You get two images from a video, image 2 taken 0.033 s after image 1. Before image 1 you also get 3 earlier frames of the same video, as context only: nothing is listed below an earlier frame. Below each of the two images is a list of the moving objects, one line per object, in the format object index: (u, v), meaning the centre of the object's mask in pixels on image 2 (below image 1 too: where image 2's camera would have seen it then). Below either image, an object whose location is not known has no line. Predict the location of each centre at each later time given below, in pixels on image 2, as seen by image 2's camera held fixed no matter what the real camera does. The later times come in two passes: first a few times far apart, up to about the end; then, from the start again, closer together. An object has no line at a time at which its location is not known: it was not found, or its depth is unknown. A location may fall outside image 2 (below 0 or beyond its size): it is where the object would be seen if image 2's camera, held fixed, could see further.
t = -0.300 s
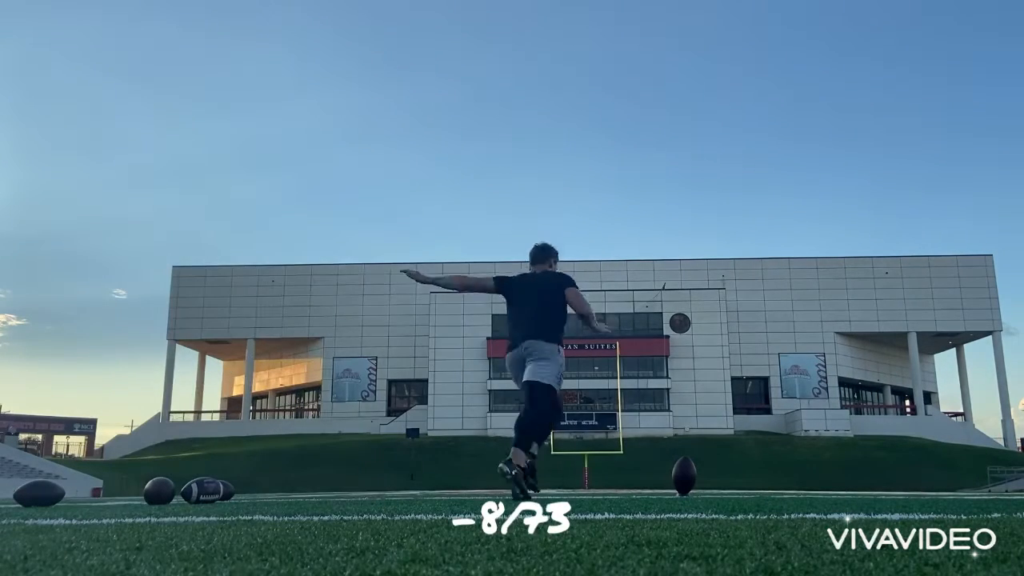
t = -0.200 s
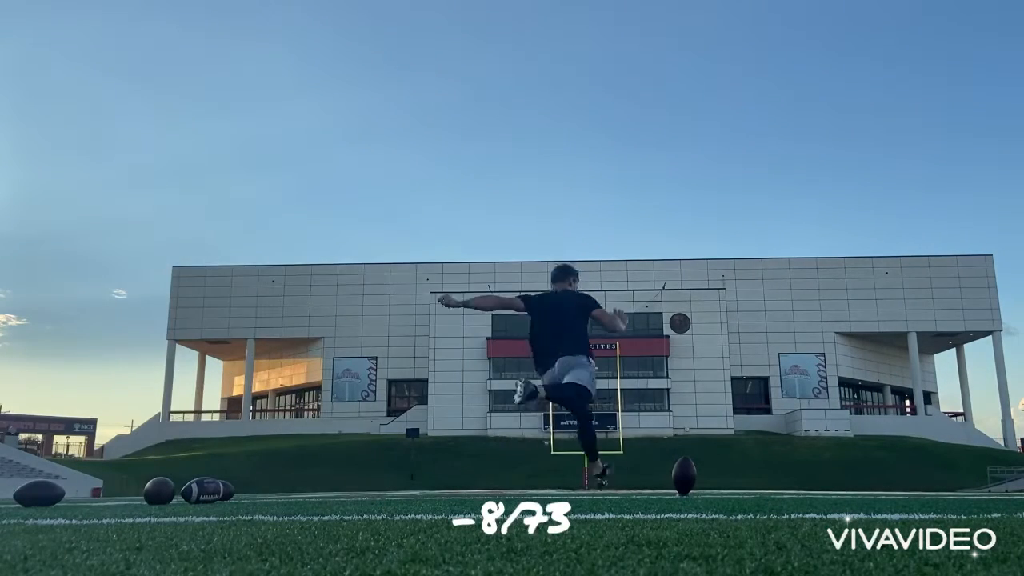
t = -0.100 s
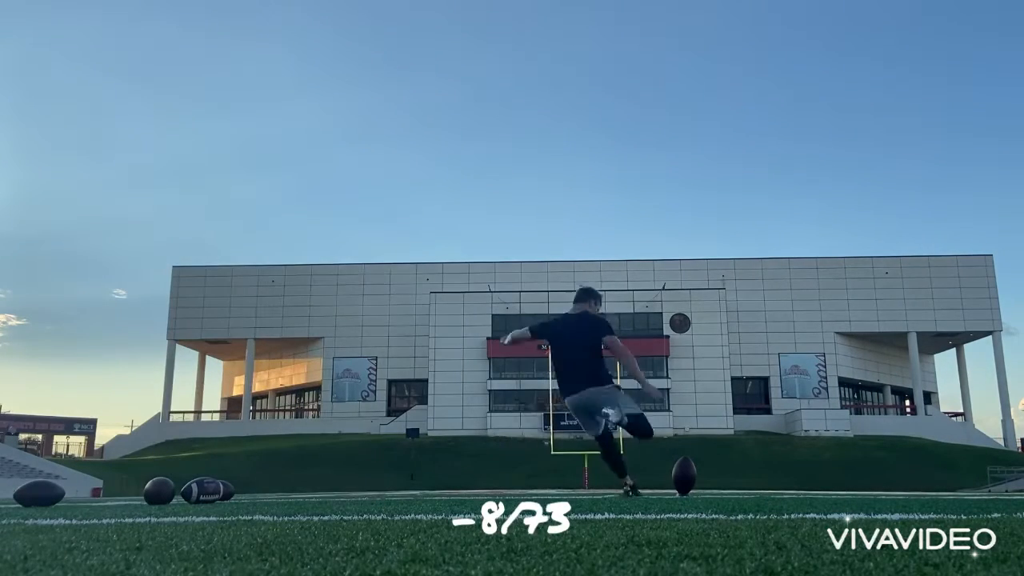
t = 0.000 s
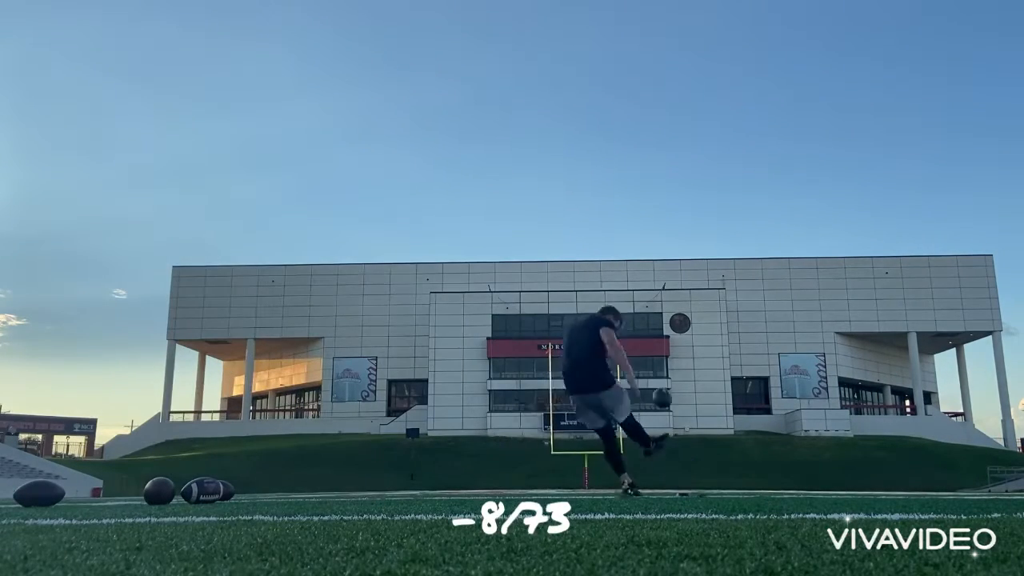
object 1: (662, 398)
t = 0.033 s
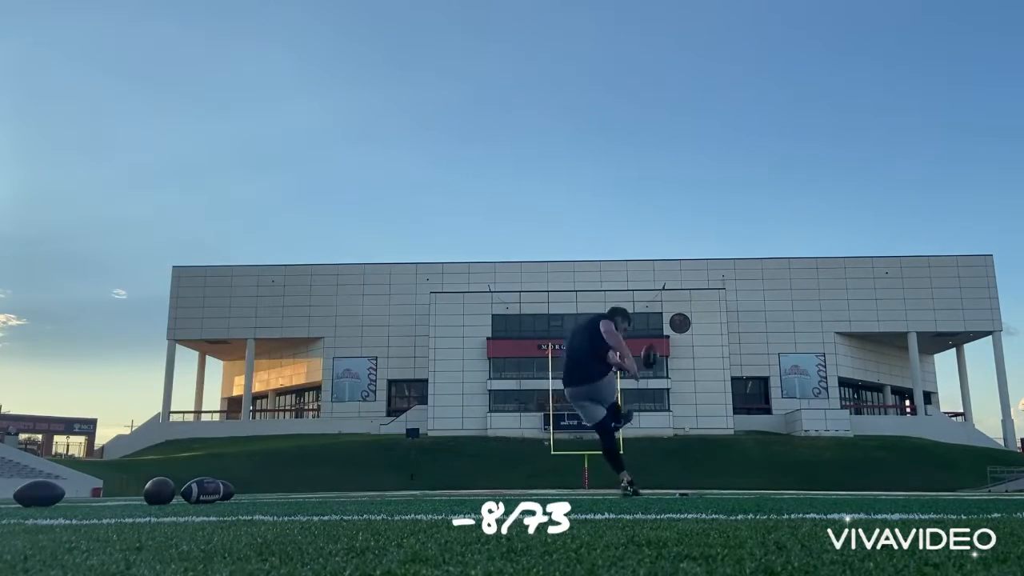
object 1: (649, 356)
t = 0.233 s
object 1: (614, 222)
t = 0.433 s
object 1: (605, 183)
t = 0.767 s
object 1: (602, 162)
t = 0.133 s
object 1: (623, 259)
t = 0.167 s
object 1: (619, 244)
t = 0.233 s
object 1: (614, 222)
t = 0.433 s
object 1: (605, 183)
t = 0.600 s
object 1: (602, 168)
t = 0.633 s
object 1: (602, 166)
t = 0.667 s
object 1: (602, 165)
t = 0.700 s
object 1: (602, 163)
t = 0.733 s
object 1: (602, 162)
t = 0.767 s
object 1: (602, 162)
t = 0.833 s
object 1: (602, 161)
